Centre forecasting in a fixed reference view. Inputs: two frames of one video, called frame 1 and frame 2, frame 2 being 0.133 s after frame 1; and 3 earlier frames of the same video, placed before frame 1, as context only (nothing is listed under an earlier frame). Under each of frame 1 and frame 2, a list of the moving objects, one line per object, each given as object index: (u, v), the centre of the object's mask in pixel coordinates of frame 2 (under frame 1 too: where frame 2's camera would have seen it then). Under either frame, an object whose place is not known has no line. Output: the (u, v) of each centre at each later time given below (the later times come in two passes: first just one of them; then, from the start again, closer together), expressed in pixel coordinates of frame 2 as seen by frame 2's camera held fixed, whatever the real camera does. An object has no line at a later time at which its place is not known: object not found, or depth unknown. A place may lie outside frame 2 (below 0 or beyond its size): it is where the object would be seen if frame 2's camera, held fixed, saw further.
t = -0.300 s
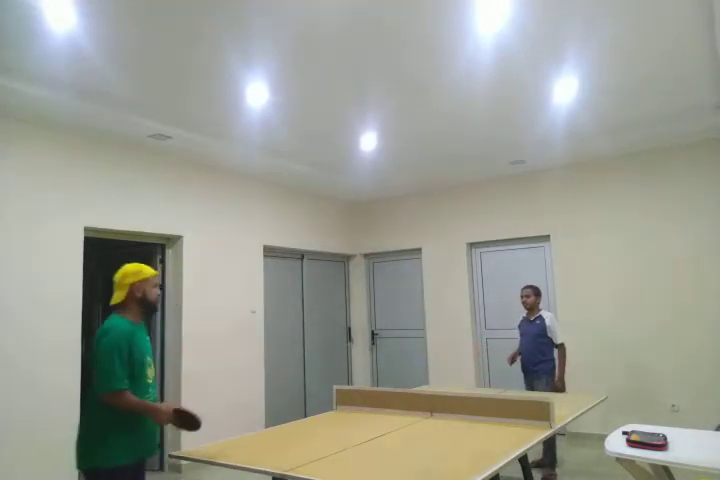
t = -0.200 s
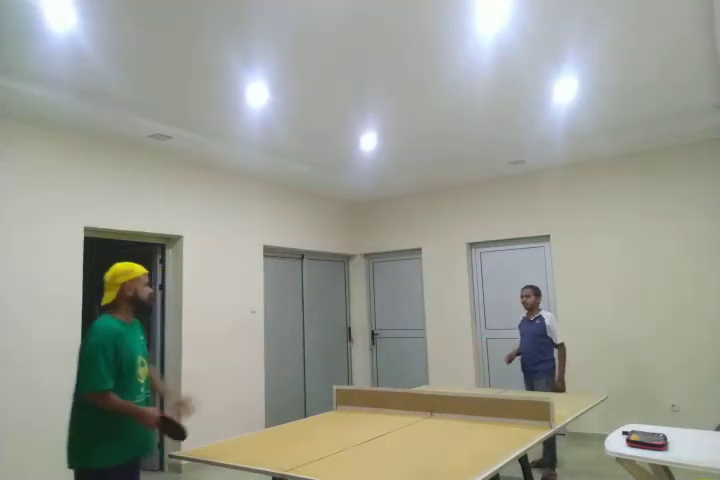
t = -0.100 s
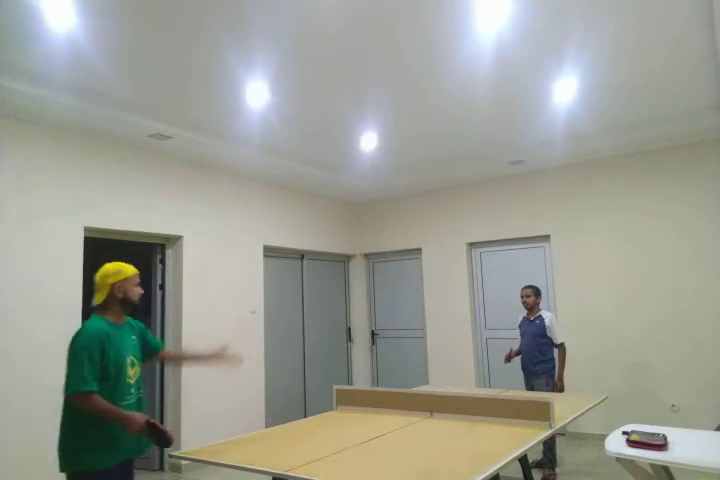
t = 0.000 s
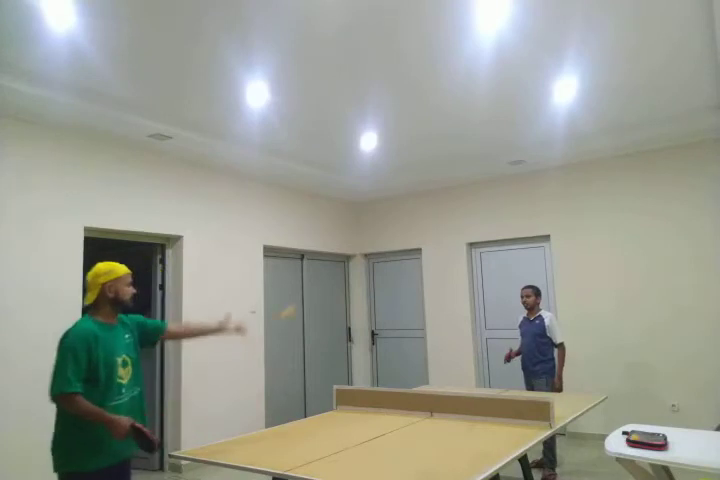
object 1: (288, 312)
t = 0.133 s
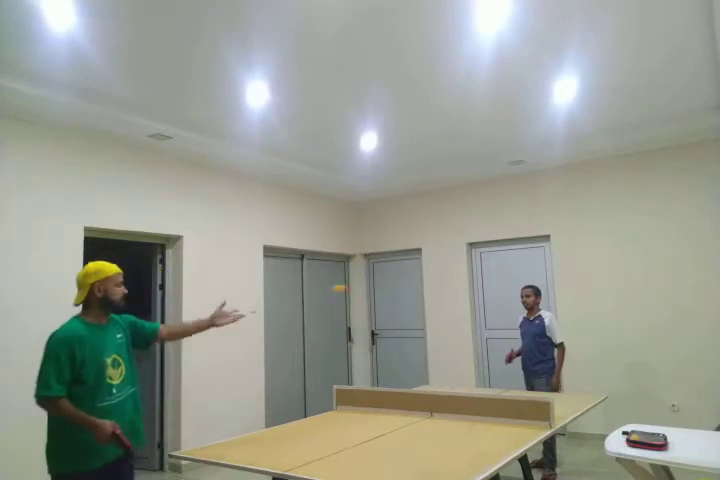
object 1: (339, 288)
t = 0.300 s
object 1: (393, 299)
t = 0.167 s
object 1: (349, 286)
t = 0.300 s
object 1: (393, 299)
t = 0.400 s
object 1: (422, 324)
